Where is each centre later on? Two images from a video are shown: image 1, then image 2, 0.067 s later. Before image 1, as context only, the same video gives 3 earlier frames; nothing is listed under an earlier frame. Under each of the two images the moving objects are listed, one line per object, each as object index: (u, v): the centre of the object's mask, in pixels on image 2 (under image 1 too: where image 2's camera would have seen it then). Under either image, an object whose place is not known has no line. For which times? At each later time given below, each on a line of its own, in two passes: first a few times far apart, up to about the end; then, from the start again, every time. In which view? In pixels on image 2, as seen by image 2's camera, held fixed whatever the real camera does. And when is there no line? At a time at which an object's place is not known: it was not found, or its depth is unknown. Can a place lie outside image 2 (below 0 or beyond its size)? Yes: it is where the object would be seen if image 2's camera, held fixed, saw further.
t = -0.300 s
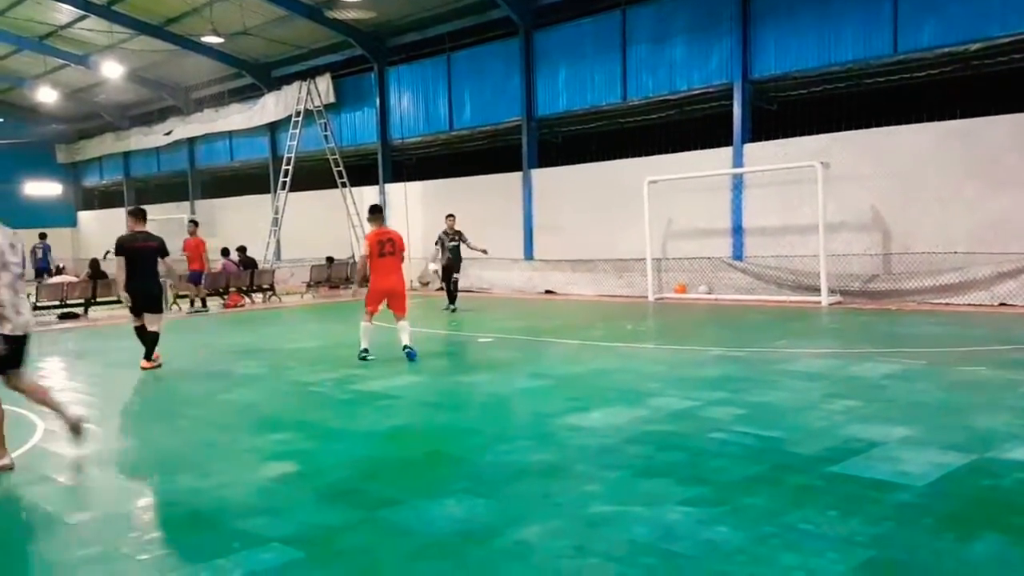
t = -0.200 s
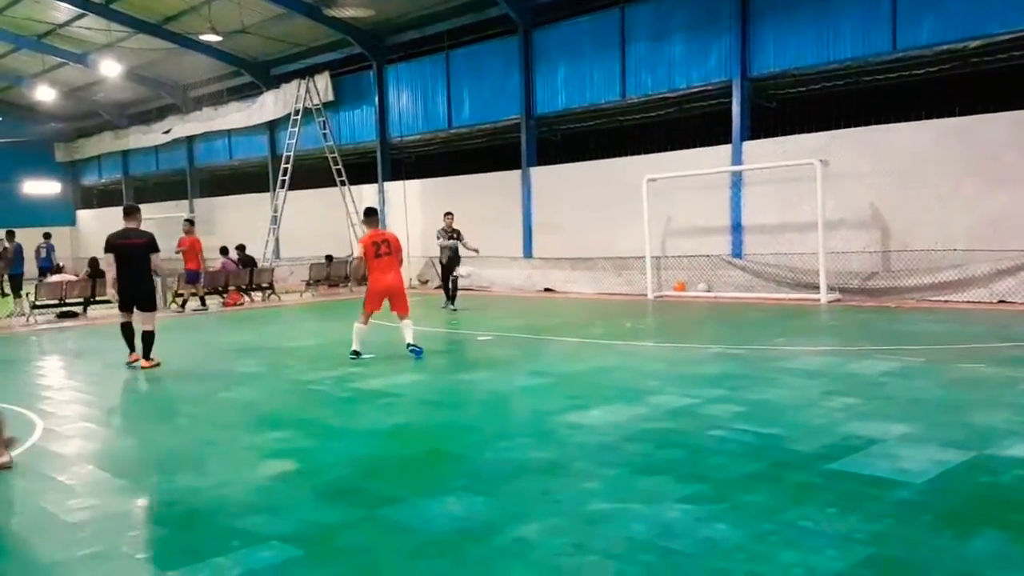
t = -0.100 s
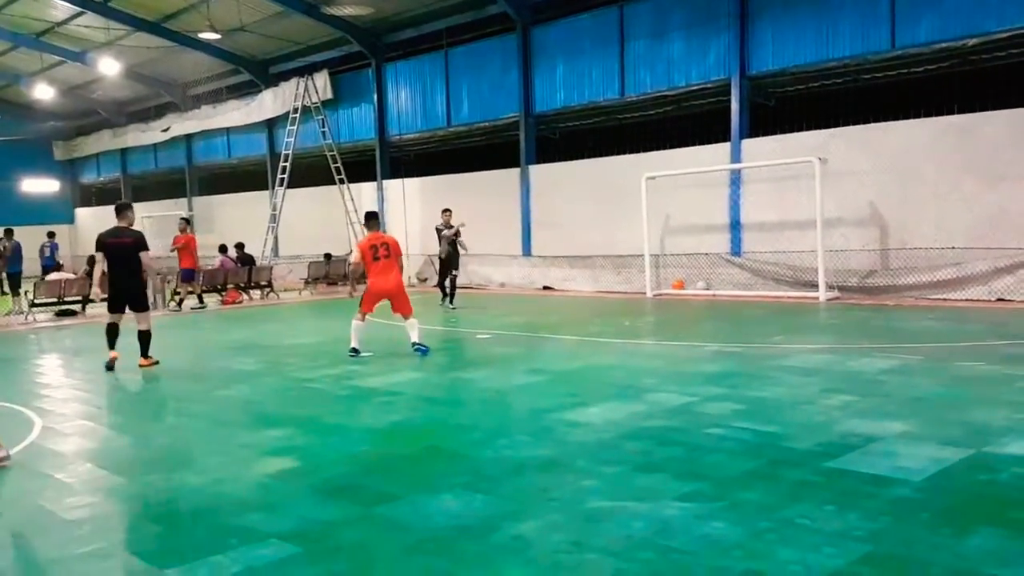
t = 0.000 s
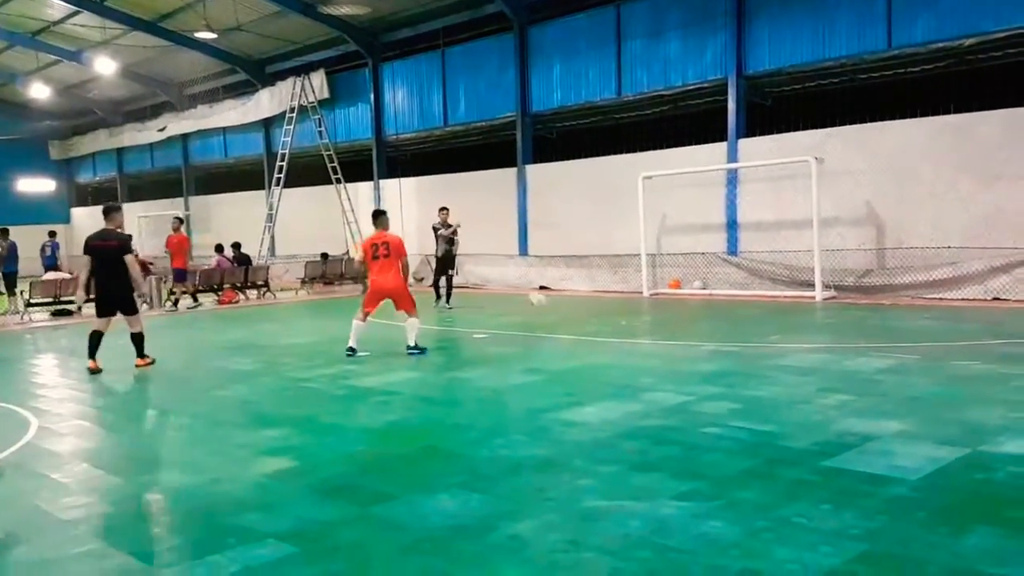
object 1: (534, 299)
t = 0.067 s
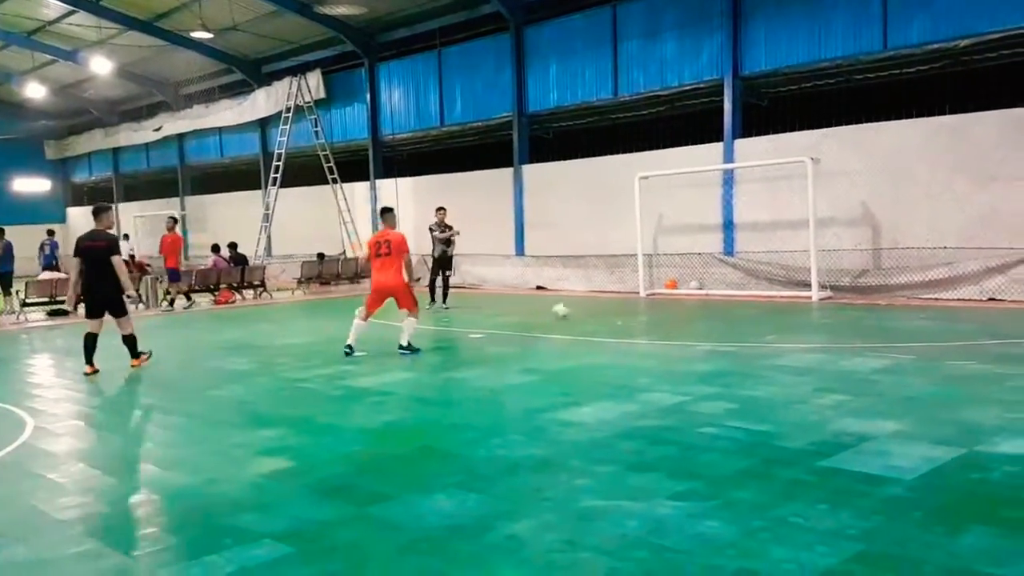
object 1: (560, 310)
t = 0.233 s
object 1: (621, 295)
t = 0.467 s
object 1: (723, 313)
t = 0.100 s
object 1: (573, 306)
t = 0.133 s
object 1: (584, 301)
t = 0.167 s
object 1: (596, 299)
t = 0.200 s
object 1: (608, 296)
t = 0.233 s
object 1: (621, 295)
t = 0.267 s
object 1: (634, 295)
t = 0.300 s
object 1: (650, 297)
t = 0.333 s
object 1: (662, 295)
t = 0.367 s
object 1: (677, 299)
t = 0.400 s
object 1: (691, 302)
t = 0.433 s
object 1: (707, 307)
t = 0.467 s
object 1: (723, 313)
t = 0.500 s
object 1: (740, 319)
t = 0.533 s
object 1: (757, 319)
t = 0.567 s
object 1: (772, 317)
